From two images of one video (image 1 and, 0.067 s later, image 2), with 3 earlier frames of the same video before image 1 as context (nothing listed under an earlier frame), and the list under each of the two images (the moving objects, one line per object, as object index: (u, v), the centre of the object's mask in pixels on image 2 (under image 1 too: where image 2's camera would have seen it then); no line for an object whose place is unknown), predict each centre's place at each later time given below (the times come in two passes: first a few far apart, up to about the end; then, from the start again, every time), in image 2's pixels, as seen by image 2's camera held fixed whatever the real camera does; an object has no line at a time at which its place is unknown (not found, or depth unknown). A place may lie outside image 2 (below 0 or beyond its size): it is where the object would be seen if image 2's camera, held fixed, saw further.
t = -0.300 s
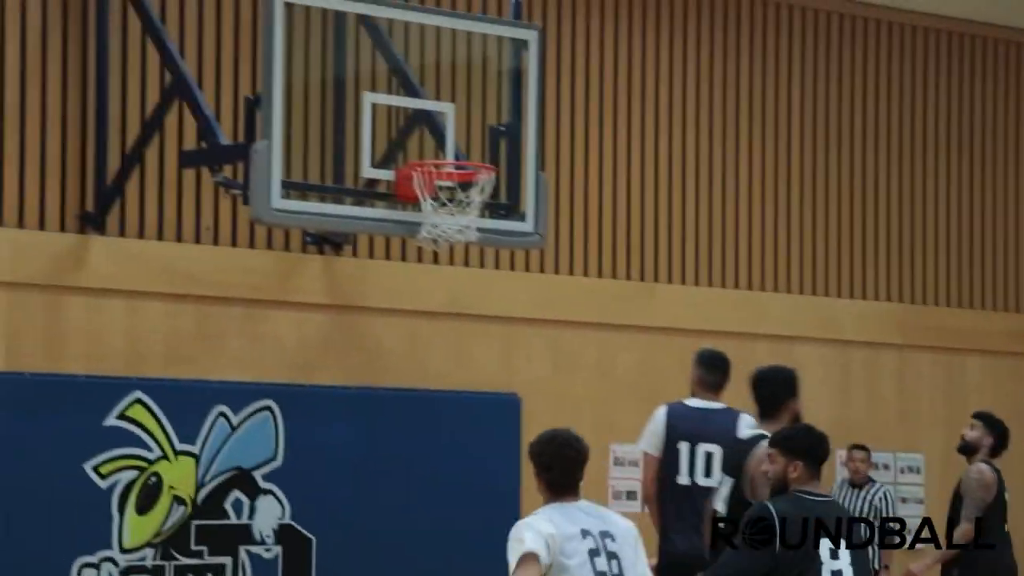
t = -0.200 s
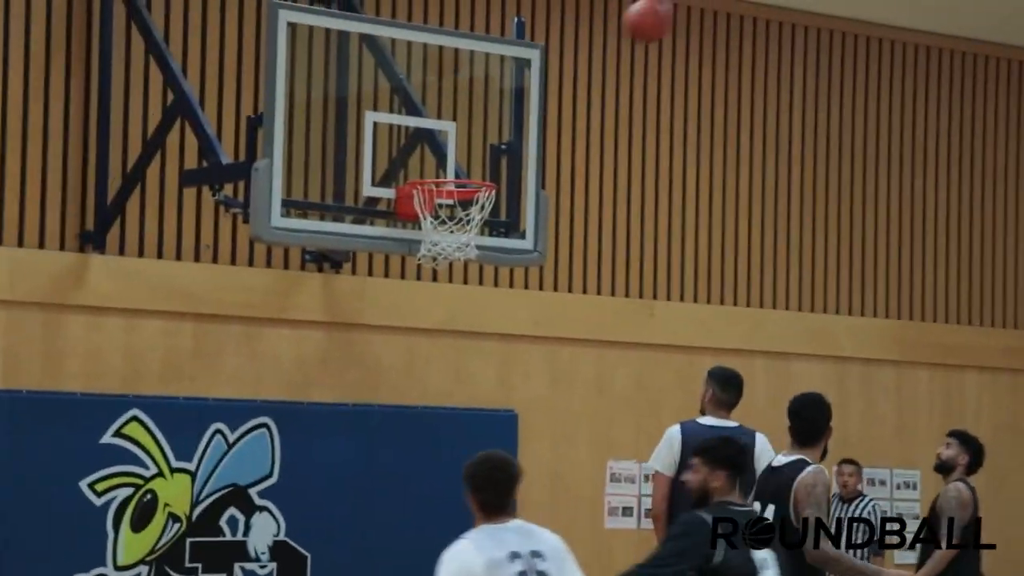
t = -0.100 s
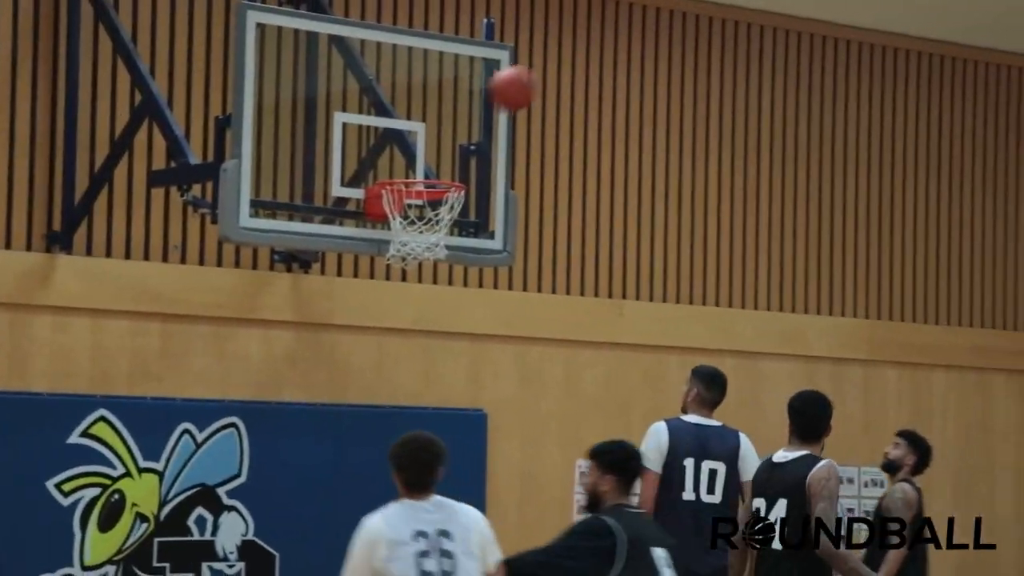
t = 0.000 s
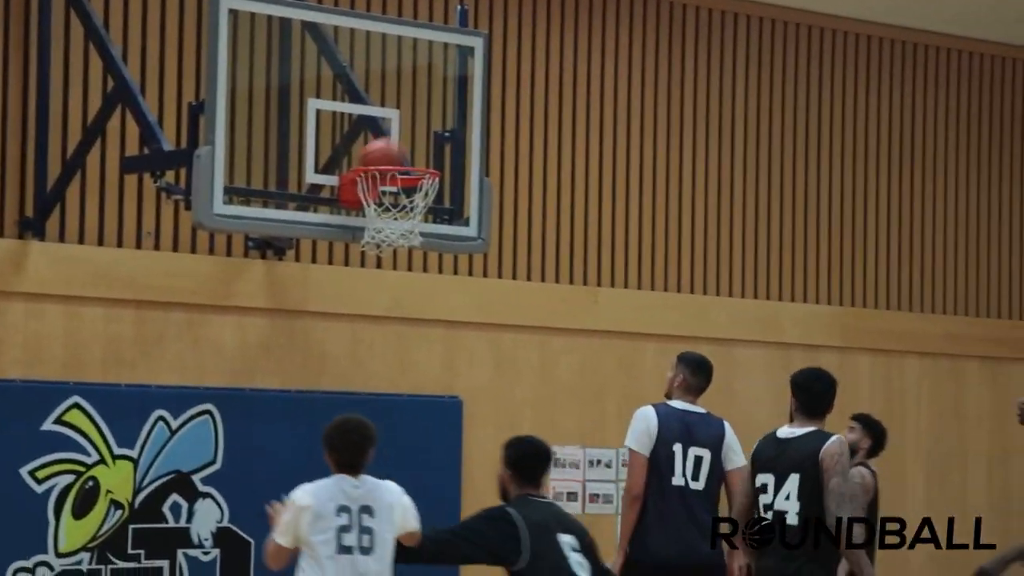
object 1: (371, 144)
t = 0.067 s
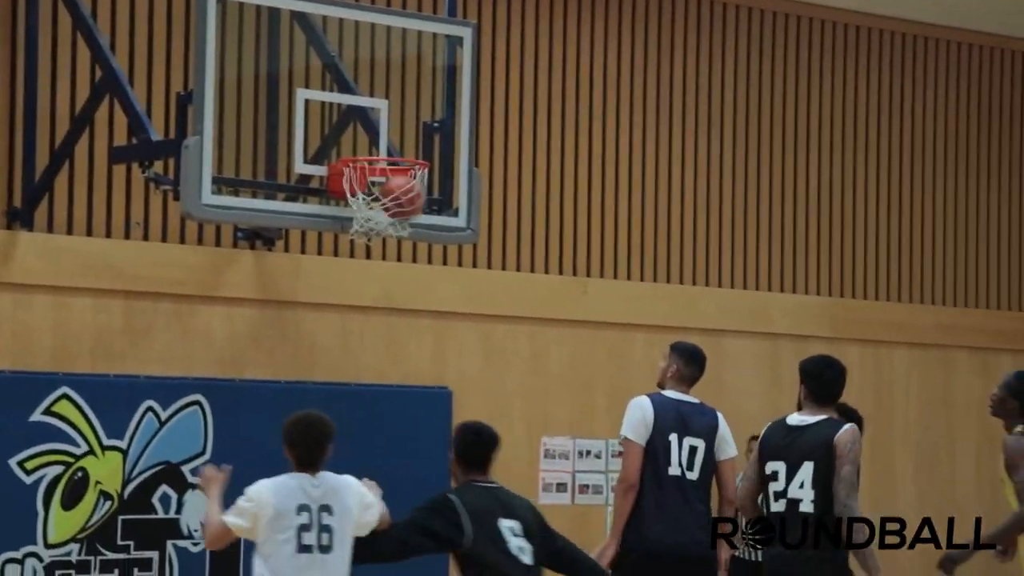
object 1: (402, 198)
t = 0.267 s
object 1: (404, 224)
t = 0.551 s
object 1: (323, 327)
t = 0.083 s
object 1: (414, 203)
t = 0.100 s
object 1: (423, 200)
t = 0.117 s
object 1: (422, 211)
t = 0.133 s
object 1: (426, 206)
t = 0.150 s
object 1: (427, 202)
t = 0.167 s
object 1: (428, 204)
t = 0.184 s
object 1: (428, 207)
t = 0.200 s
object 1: (423, 210)
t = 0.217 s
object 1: (427, 185)
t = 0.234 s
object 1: (423, 190)
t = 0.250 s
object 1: (418, 193)
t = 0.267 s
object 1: (404, 224)
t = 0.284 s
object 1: (402, 228)
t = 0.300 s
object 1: (398, 233)
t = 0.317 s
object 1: (392, 236)
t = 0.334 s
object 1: (387, 238)
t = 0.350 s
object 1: (384, 240)
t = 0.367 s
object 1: (379, 243)
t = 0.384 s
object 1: (376, 245)
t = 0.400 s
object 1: (371, 249)
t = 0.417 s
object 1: (366, 254)
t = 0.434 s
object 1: (360, 262)
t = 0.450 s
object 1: (355, 270)
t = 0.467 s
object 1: (350, 278)
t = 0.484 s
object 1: (344, 287)
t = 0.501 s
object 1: (339, 296)
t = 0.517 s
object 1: (334, 305)
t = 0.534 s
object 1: (329, 316)
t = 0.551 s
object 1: (323, 327)
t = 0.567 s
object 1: (318, 339)
